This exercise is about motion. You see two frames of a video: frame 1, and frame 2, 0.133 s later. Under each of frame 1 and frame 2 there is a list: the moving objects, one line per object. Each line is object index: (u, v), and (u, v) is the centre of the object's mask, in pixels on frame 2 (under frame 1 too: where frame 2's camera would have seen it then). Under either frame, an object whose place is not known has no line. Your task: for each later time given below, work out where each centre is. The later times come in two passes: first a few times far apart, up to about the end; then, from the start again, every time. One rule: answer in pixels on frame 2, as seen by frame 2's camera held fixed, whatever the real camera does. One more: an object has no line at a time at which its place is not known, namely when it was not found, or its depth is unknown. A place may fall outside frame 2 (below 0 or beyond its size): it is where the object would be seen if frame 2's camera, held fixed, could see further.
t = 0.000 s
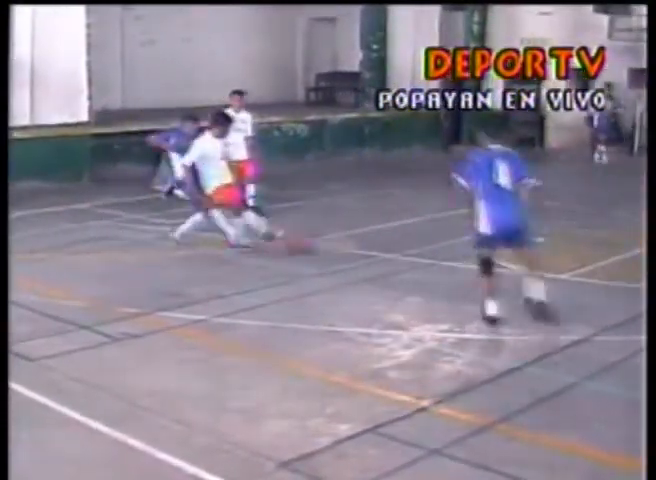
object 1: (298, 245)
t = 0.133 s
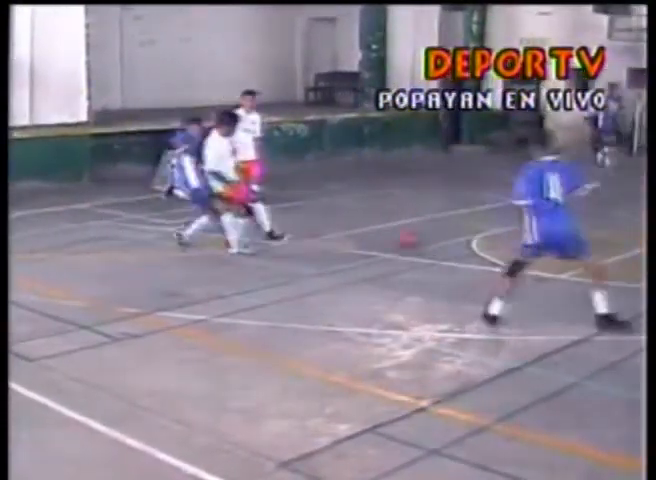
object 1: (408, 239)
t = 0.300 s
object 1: (520, 237)
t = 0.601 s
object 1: (667, 231)
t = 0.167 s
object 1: (432, 239)
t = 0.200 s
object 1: (458, 238)
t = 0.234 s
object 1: (476, 236)
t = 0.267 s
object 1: (497, 240)
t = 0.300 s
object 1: (520, 237)
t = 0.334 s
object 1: (539, 234)
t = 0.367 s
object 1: (555, 232)
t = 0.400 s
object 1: (575, 232)
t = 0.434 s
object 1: (589, 232)
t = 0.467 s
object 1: (609, 233)
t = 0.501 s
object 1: (623, 232)
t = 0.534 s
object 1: (639, 232)
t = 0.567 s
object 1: (654, 232)
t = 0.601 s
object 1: (667, 231)
